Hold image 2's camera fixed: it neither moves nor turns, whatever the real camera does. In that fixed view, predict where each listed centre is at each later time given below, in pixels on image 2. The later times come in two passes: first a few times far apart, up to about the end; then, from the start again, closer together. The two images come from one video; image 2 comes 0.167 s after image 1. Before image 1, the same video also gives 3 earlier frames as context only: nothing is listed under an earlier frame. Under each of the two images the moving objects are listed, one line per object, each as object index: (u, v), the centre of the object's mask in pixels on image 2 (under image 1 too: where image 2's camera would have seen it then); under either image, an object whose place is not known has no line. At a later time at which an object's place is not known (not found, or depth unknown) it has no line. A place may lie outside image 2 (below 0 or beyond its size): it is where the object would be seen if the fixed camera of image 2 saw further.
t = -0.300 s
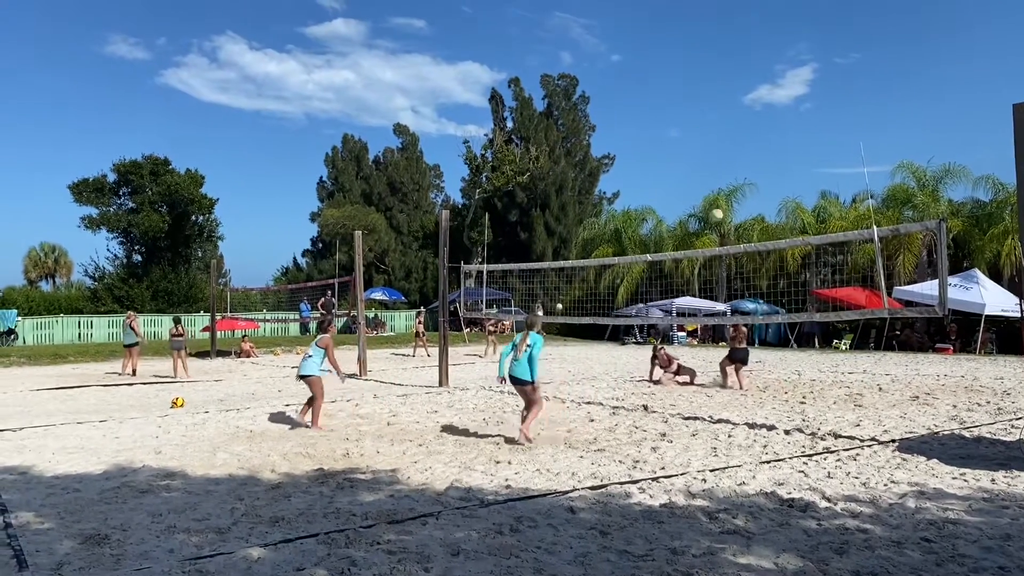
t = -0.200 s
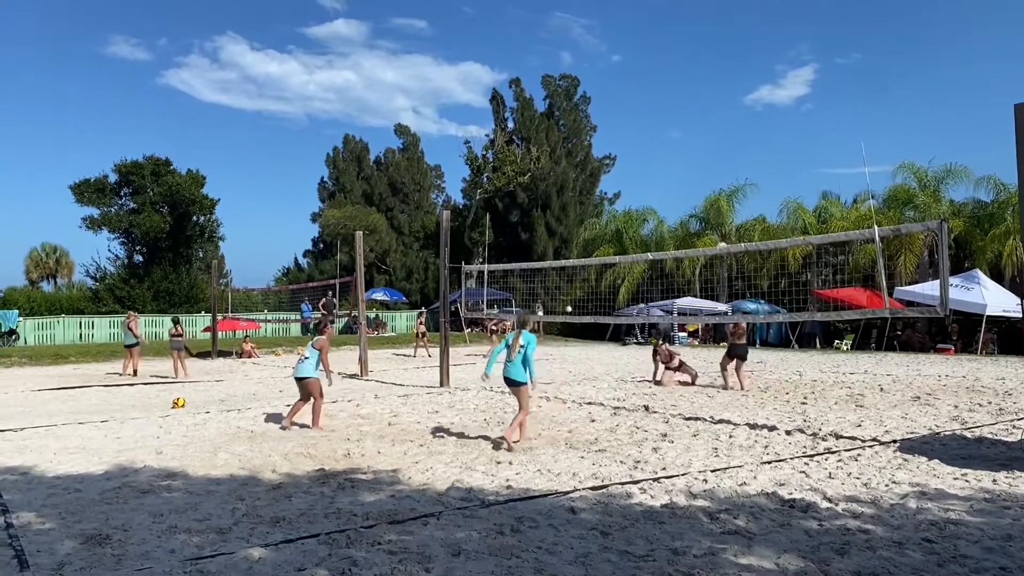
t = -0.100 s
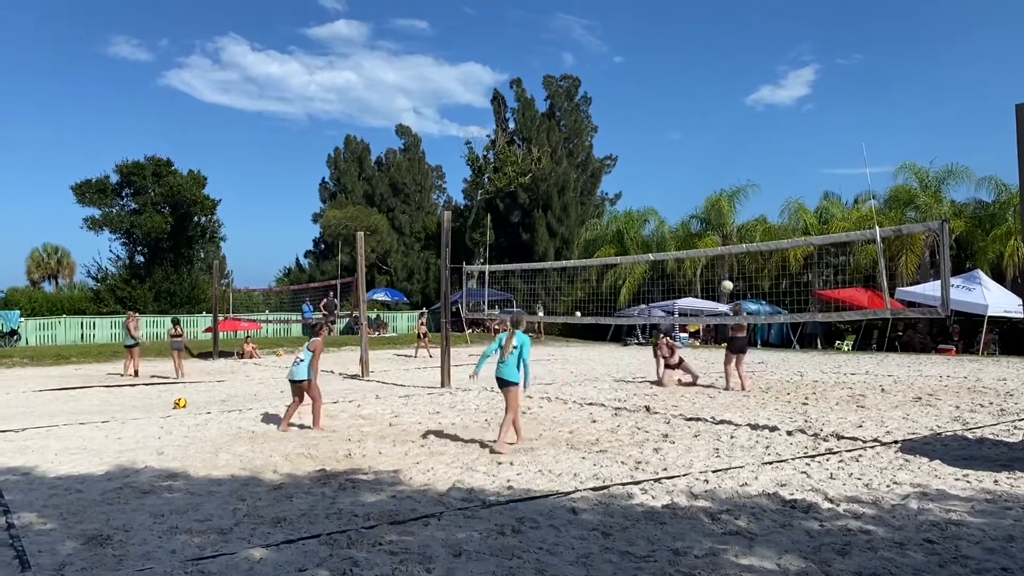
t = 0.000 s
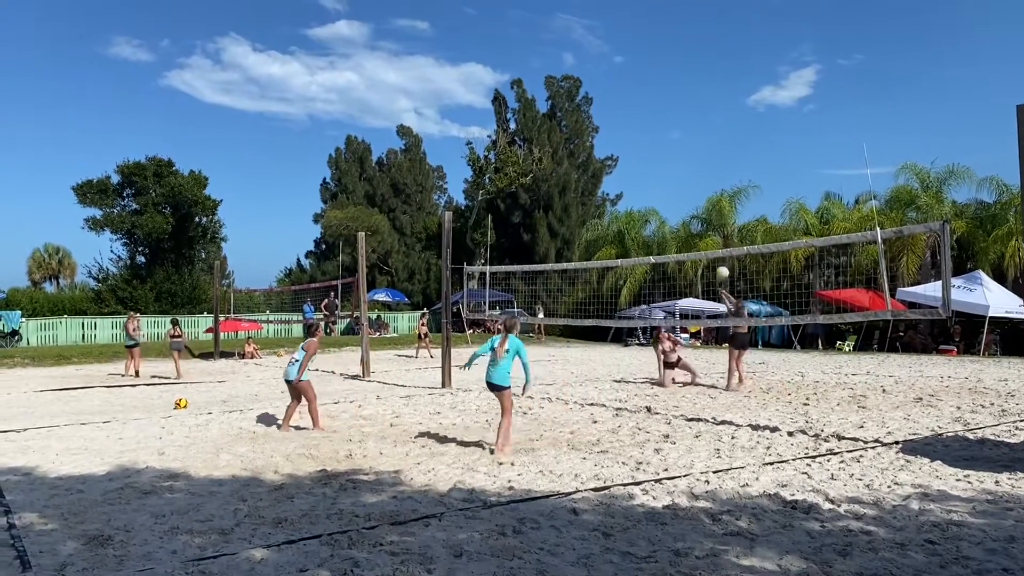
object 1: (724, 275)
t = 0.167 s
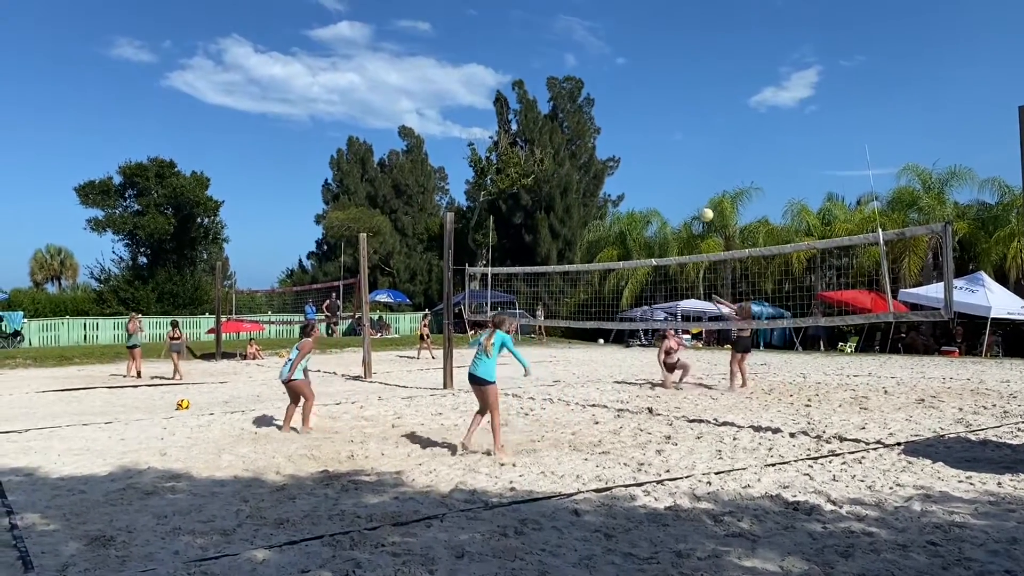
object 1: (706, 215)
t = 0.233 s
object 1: (699, 194)
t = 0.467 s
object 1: (674, 137)
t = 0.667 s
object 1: (650, 110)
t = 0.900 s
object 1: (621, 111)
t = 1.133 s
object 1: (589, 156)
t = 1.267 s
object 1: (570, 206)
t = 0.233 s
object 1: (699, 194)
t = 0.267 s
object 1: (696, 184)
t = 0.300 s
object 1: (692, 175)
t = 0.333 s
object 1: (689, 167)
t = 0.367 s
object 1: (685, 158)
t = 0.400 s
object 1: (681, 151)
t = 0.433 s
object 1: (678, 143)
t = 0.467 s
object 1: (674, 137)
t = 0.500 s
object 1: (670, 131)
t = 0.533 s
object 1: (666, 125)
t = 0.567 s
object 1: (662, 121)
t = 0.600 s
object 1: (658, 117)
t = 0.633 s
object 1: (654, 113)
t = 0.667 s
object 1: (650, 110)
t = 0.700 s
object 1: (646, 108)
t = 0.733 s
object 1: (642, 107)
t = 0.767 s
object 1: (638, 106)
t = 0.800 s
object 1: (634, 106)
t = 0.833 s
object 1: (629, 107)
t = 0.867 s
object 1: (626, 108)
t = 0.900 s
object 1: (621, 111)
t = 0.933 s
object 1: (617, 114)
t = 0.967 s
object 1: (612, 118)
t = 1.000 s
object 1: (608, 124)
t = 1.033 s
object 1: (604, 130)
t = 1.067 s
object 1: (598, 138)
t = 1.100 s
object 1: (594, 147)
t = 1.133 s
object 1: (589, 156)
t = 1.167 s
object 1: (584, 167)
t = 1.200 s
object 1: (579, 179)
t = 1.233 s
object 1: (574, 192)
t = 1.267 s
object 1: (570, 206)
